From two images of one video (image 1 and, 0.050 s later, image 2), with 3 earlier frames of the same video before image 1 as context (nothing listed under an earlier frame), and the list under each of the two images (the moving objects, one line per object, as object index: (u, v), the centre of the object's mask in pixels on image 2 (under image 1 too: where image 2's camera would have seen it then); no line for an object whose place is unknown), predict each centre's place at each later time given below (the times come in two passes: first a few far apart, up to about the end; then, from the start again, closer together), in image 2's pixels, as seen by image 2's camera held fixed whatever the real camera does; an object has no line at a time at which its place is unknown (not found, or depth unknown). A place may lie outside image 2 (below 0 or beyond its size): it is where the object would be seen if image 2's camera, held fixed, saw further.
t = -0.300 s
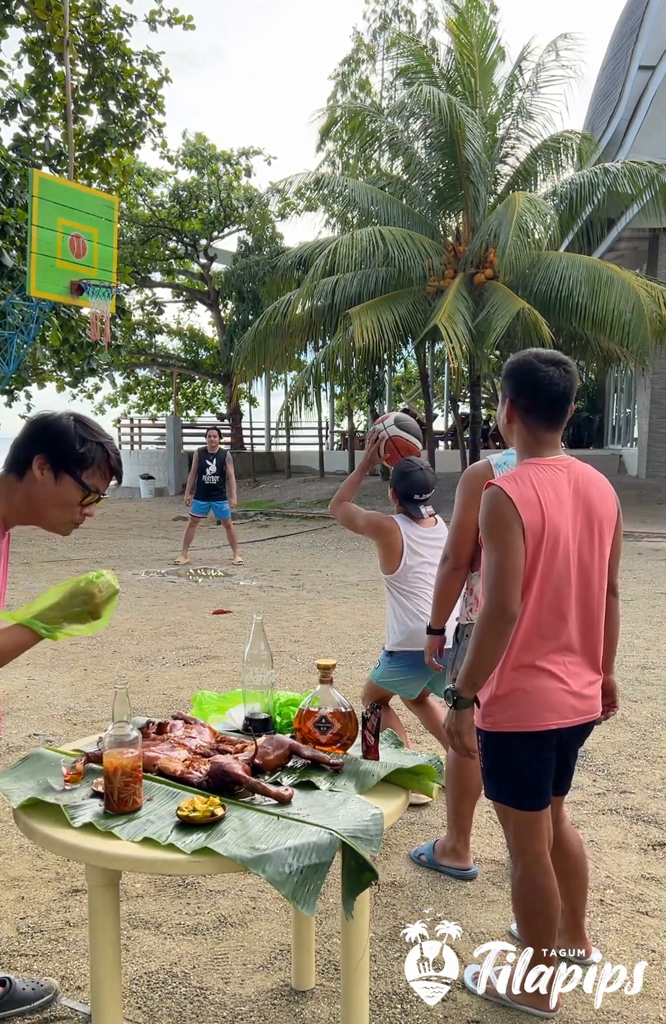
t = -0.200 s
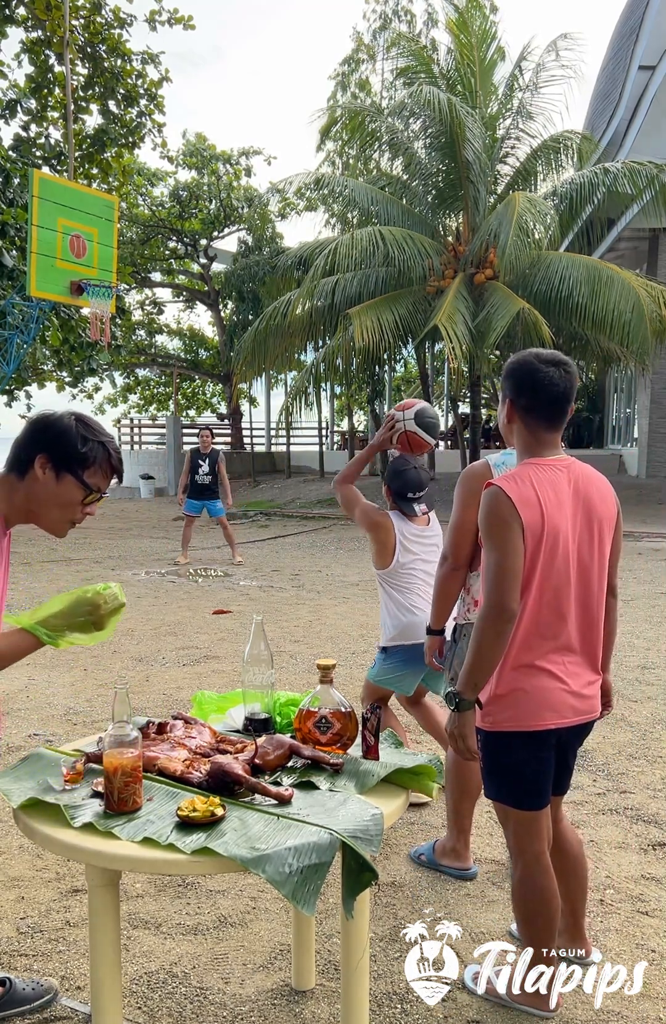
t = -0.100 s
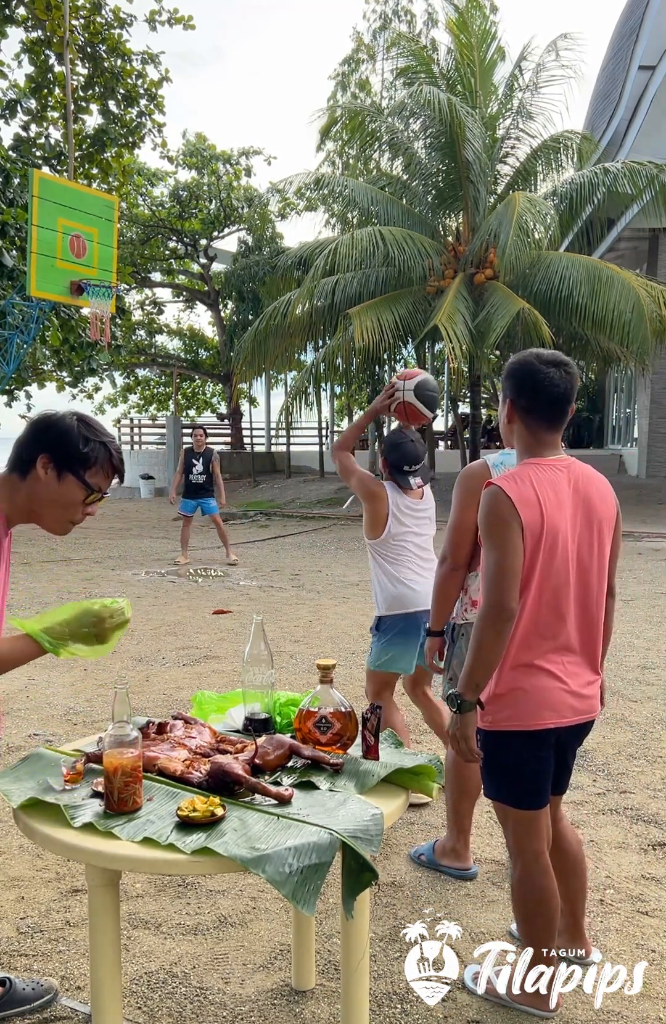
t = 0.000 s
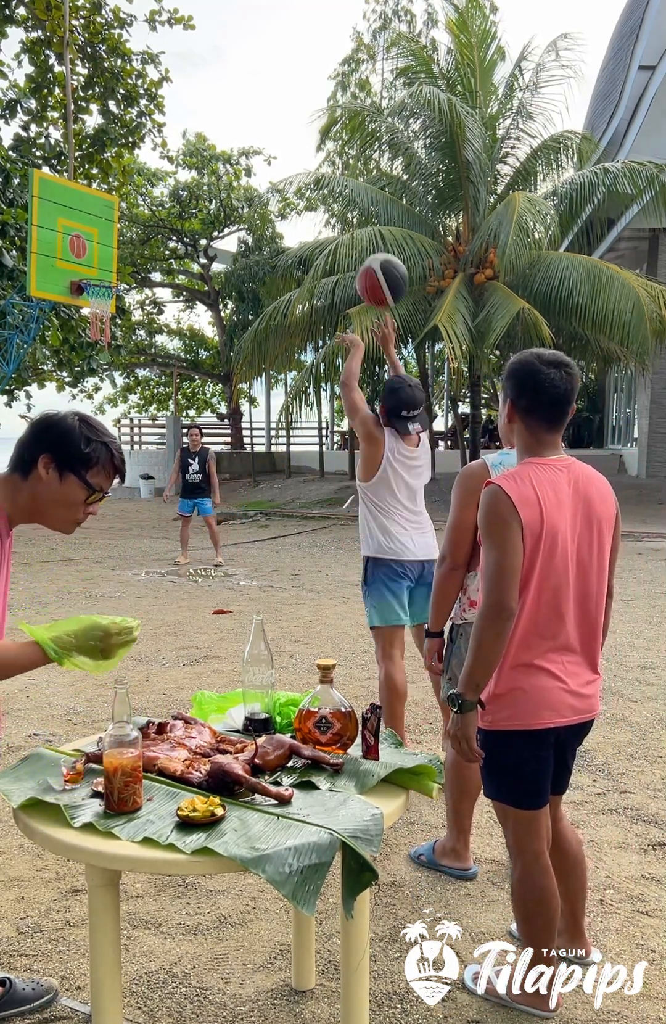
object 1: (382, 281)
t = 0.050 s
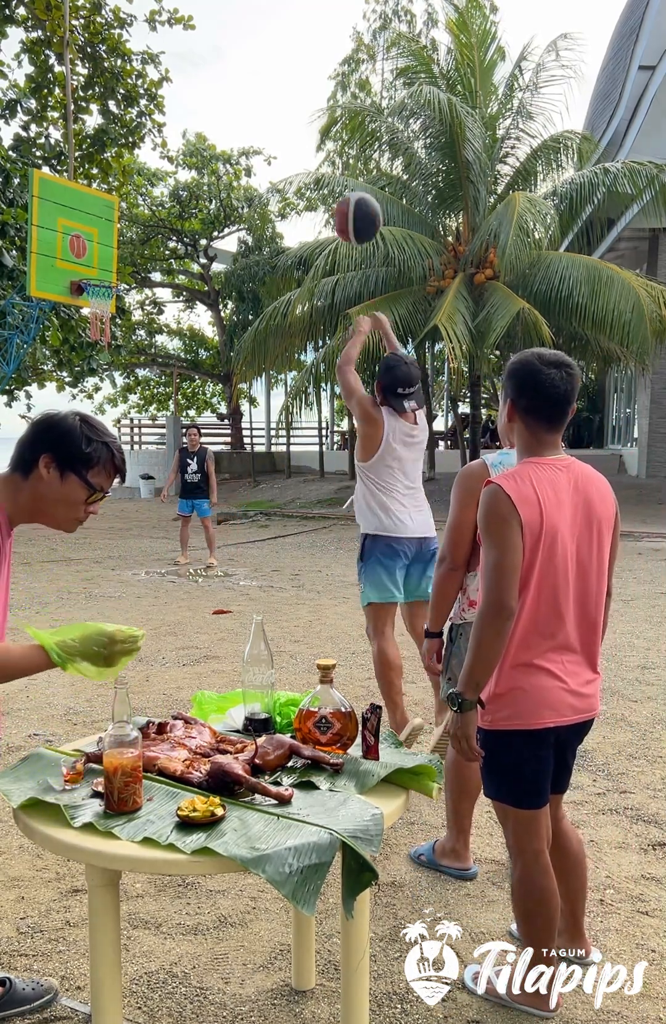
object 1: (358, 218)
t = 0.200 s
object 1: (295, 91)
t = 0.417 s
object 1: (231, 20)
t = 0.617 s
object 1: (188, 32)
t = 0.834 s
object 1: (153, 94)
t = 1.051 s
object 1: (129, 191)
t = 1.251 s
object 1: (113, 290)
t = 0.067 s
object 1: (350, 200)
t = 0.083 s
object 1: (342, 183)
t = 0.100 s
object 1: (335, 167)
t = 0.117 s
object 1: (328, 152)
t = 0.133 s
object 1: (321, 138)
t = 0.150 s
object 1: (314, 125)
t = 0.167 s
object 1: (308, 113)
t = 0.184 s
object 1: (302, 102)
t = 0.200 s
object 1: (295, 91)
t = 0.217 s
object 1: (289, 82)
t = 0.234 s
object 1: (284, 73)
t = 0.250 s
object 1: (278, 65)
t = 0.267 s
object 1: (273, 58)
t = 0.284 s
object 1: (268, 51)
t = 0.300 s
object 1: (263, 45)
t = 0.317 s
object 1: (258, 40)
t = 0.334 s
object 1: (253, 35)
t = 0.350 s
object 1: (249, 31)
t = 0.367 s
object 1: (244, 28)
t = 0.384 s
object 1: (240, 25)
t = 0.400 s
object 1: (236, 22)
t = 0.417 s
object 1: (231, 20)
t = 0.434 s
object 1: (227, 19)
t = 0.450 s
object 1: (223, 19)
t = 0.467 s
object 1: (219, 18)
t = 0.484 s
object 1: (216, 18)
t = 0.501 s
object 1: (212, 19)
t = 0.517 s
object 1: (208, 19)
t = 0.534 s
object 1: (205, 20)
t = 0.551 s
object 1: (201, 22)
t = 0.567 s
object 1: (198, 24)
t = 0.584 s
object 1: (194, 26)
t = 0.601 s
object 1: (191, 29)
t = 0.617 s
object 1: (188, 32)
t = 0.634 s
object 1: (185, 35)
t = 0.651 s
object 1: (182, 39)
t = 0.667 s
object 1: (179, 42)
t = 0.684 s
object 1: (176, 46)
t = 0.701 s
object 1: (173, 51)
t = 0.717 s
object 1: (171, 55)
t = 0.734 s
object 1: (168, 60)
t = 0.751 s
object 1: (165, 66)
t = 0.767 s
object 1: (163, 71)
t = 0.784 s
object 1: (161, 76)
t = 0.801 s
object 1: (158, 83)
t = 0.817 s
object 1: (156, 88)
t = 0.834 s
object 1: (153, 94)
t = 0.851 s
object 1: (151, 101)
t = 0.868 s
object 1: (150, 107)
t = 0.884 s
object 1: (147, 115)
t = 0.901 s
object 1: (145, 122)
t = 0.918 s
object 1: (143, 129)
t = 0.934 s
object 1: (140, 136)
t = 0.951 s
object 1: (139, 143)
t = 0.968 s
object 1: (137, 151)
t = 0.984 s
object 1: (135, 160)
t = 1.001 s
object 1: (133, 167)
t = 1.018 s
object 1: (131, 175)
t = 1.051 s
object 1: (129, 191)
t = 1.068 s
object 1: (127, 200)
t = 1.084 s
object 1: (124, 208)
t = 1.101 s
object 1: (123, 217)
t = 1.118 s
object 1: (121, 226)
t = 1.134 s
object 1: (120, 235)
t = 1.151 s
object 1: (118, 244)
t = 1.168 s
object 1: (117, 253)
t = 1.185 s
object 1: (115, 262)
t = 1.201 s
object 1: (114, 271)
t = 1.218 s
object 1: (113, 279)
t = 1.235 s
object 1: (114, 282)
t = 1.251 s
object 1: (113, 290)
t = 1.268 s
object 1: (117, 296)
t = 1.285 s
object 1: (122, 299)
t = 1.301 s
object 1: (126, 303)
